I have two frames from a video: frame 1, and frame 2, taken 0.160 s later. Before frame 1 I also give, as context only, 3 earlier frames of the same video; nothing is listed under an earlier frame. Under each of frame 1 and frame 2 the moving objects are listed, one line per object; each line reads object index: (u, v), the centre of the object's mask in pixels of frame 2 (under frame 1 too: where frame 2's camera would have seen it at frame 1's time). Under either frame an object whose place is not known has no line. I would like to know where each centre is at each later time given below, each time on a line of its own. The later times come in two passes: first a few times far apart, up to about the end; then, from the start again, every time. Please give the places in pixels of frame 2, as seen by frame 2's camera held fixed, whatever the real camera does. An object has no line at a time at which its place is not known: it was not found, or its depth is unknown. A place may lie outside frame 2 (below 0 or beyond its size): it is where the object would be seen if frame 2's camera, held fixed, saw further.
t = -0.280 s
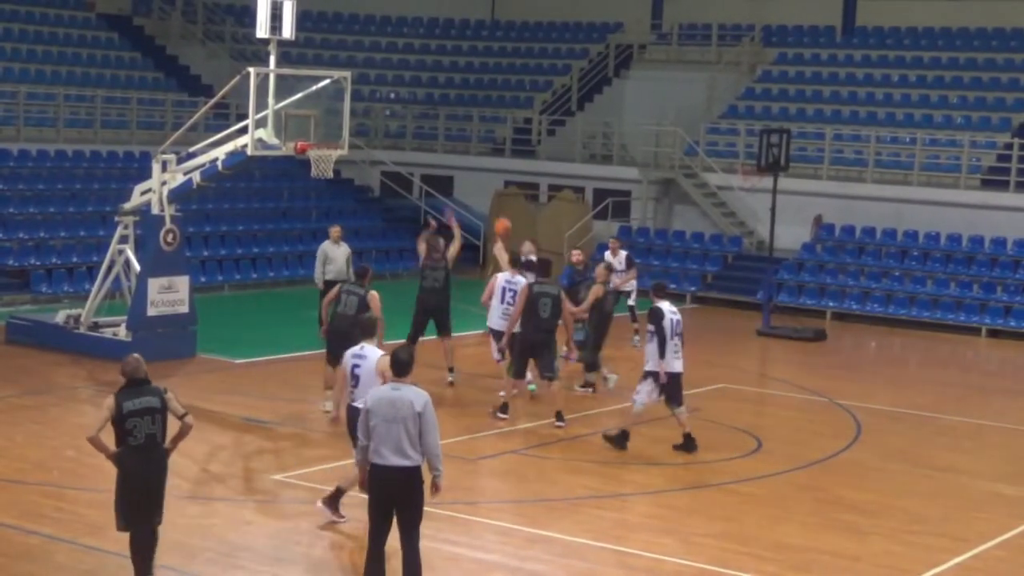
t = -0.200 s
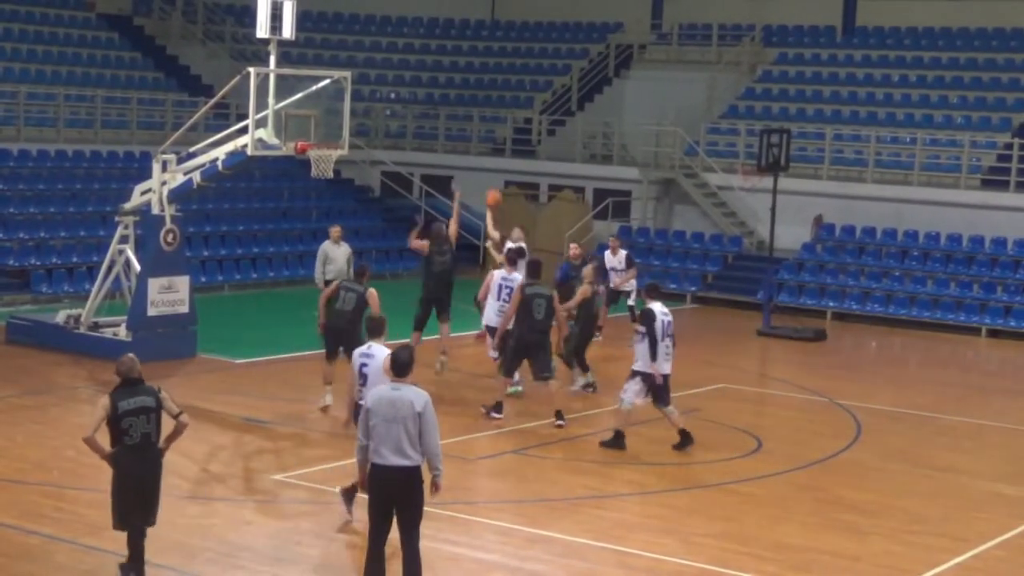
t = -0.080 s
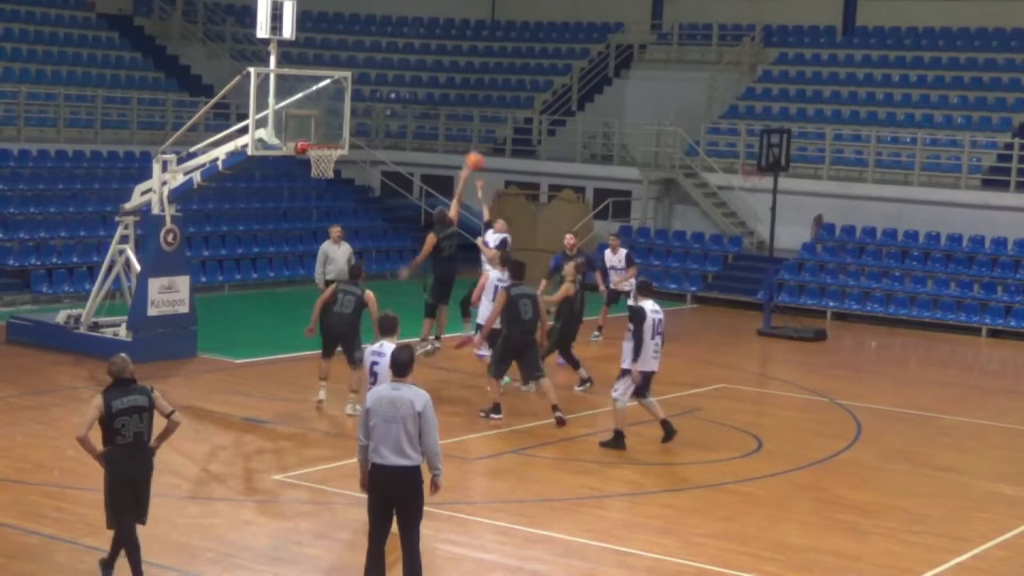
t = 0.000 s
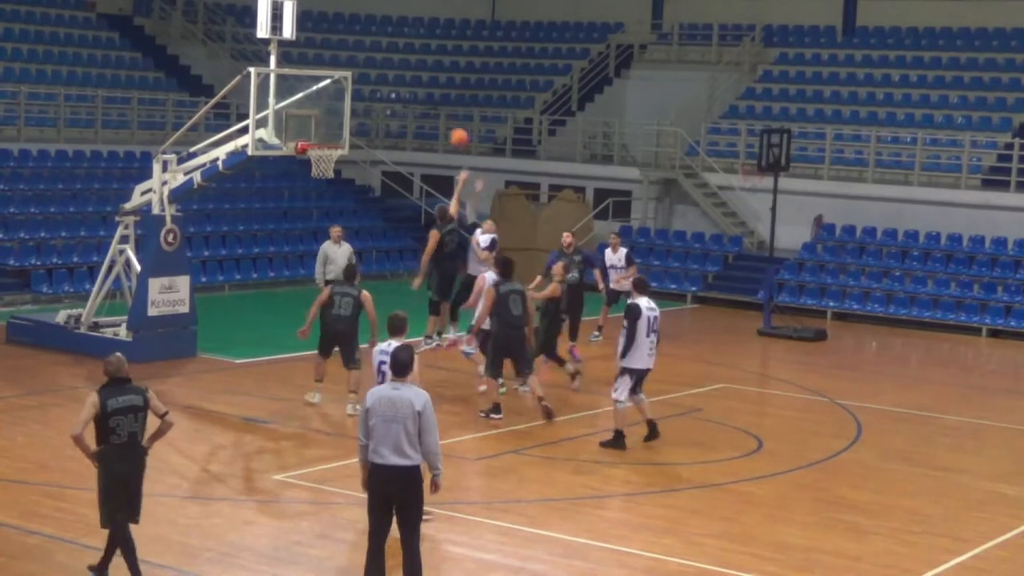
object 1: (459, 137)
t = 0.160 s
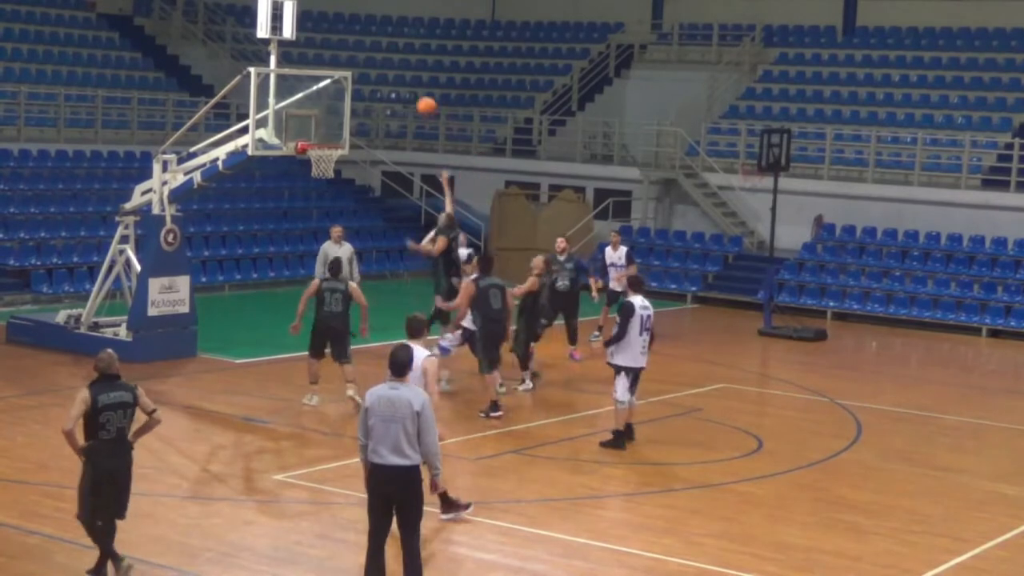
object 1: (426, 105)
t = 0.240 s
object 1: (409, 96)
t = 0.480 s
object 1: (358, 99)
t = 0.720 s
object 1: (330, 134)
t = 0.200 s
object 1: (418, 100)
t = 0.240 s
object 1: (409, 96)
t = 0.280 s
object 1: (400, 94)
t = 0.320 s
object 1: (392, 93)
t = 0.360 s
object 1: (384, 93)
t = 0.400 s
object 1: (374, 93)
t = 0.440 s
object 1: (366, 94)
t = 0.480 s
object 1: (358, 99)
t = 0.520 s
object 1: (348, 103)
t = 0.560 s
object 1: (340, 109)
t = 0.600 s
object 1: (331, 115)
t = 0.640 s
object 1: (331, 120)
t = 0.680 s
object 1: (330, 126)
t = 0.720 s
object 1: (330, 134)
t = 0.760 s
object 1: (332, 129)
